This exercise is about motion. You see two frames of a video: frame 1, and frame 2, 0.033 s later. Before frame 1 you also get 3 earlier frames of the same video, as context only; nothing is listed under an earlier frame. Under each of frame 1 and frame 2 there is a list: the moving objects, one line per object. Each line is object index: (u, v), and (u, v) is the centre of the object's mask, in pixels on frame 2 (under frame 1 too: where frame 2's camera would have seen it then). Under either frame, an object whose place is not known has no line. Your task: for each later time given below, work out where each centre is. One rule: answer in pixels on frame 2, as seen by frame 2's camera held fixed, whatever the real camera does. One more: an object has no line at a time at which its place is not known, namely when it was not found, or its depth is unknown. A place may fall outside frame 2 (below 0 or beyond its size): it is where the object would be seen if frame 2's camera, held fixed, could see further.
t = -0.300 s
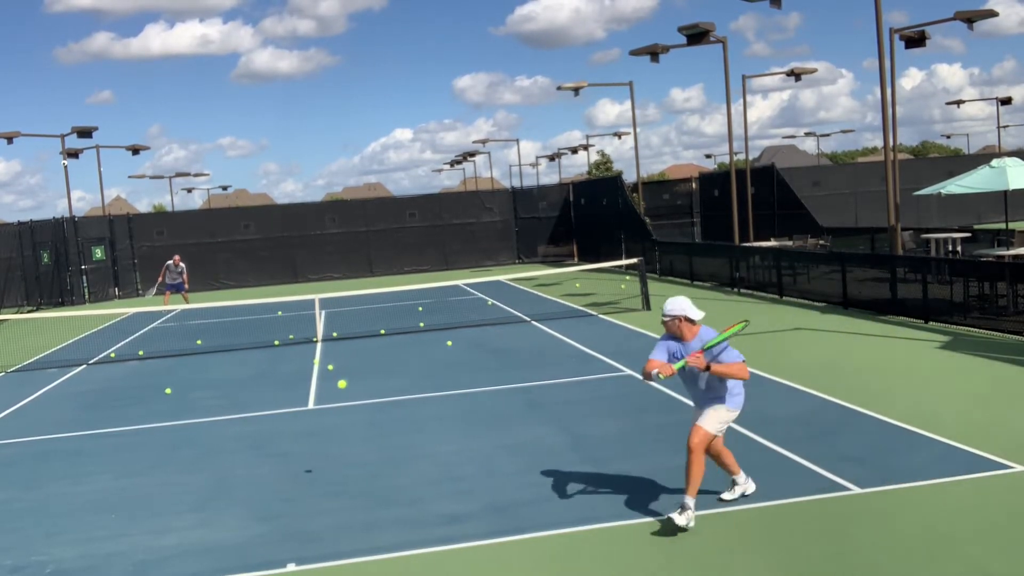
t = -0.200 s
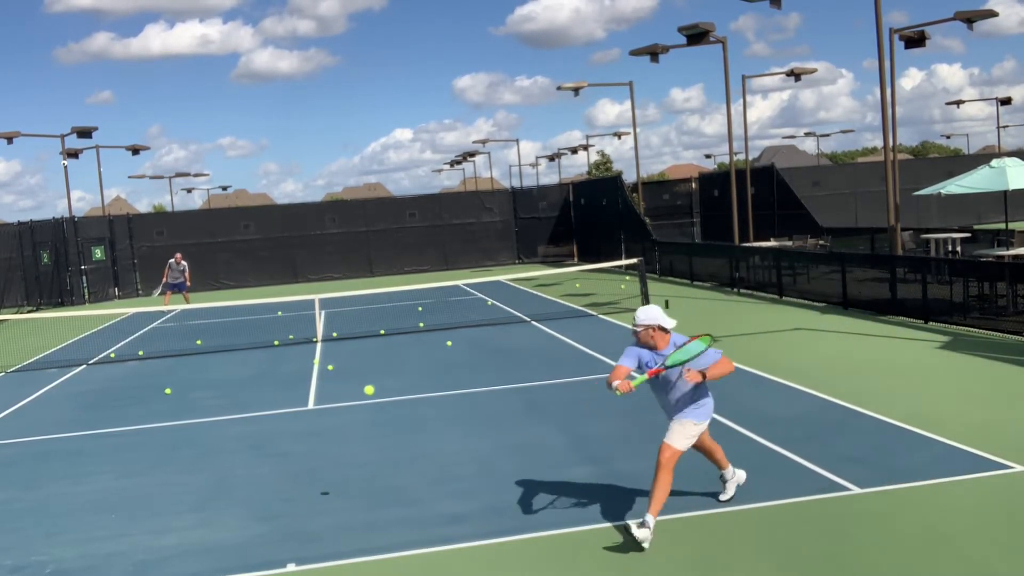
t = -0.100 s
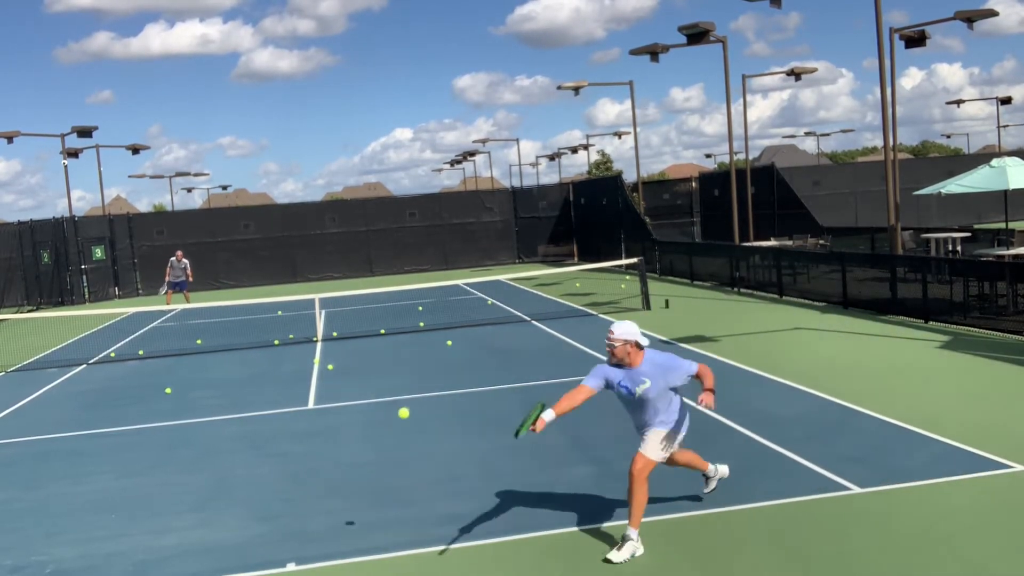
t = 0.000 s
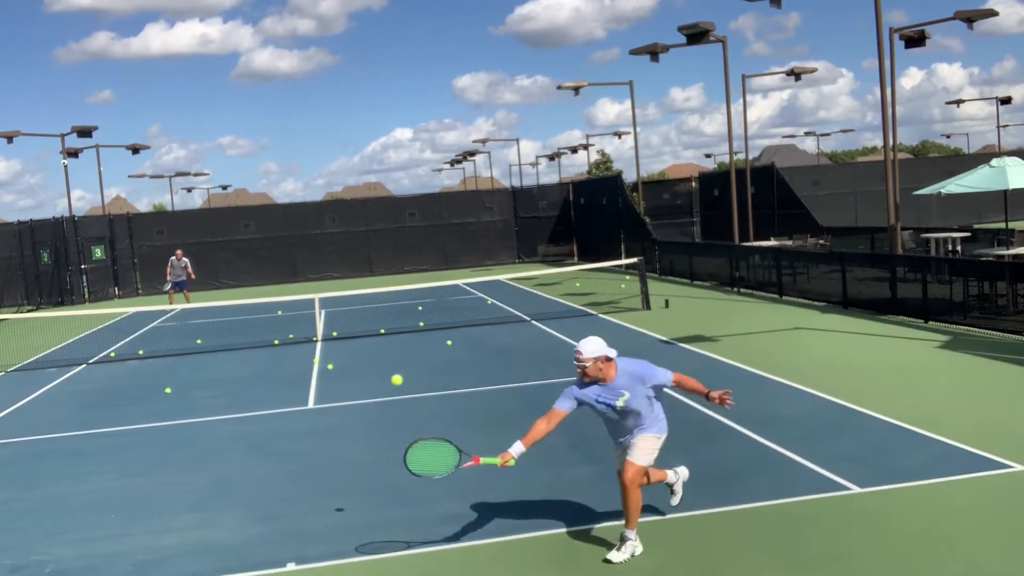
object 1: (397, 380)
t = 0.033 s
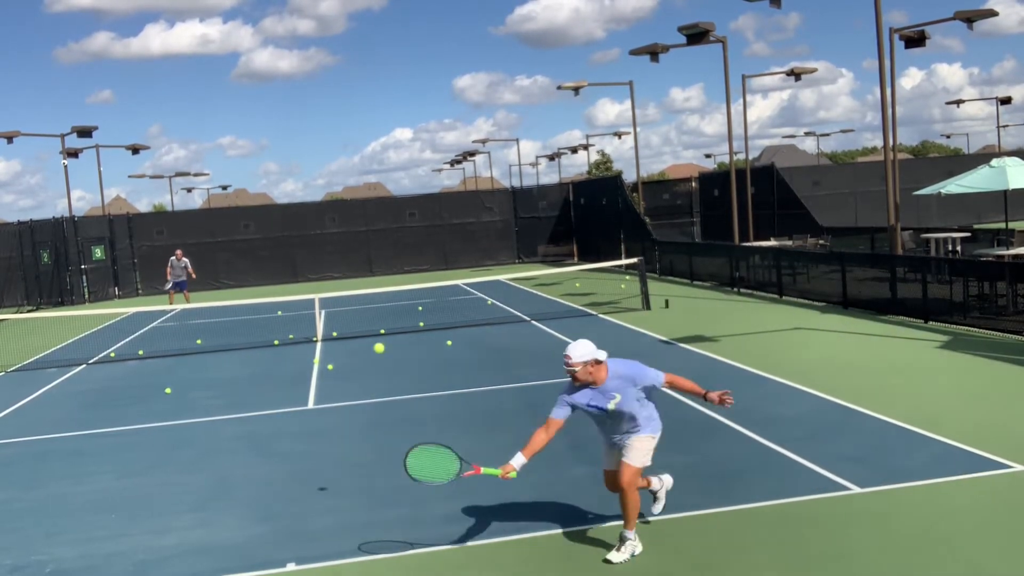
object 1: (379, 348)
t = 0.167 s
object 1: (330, 266)
